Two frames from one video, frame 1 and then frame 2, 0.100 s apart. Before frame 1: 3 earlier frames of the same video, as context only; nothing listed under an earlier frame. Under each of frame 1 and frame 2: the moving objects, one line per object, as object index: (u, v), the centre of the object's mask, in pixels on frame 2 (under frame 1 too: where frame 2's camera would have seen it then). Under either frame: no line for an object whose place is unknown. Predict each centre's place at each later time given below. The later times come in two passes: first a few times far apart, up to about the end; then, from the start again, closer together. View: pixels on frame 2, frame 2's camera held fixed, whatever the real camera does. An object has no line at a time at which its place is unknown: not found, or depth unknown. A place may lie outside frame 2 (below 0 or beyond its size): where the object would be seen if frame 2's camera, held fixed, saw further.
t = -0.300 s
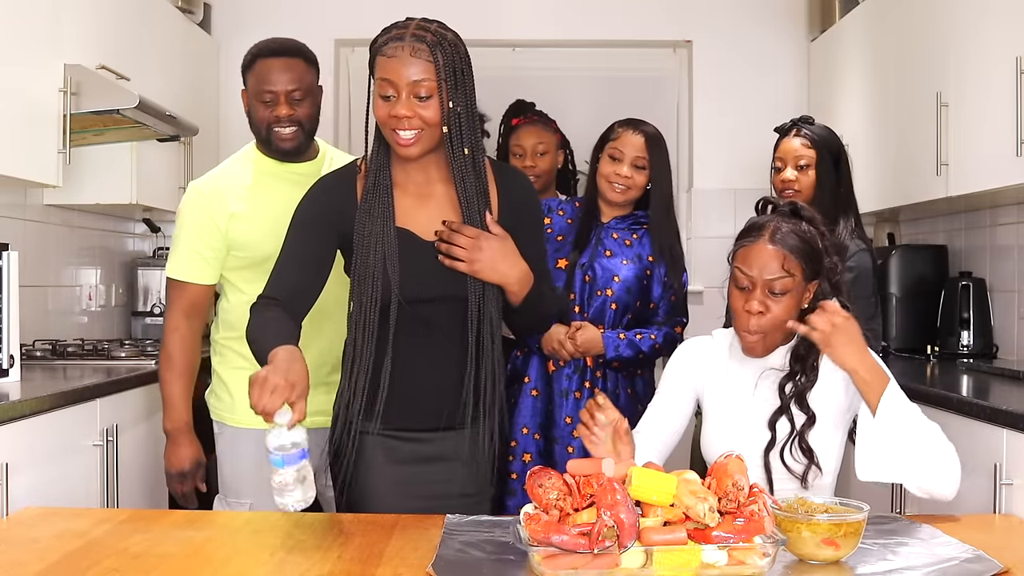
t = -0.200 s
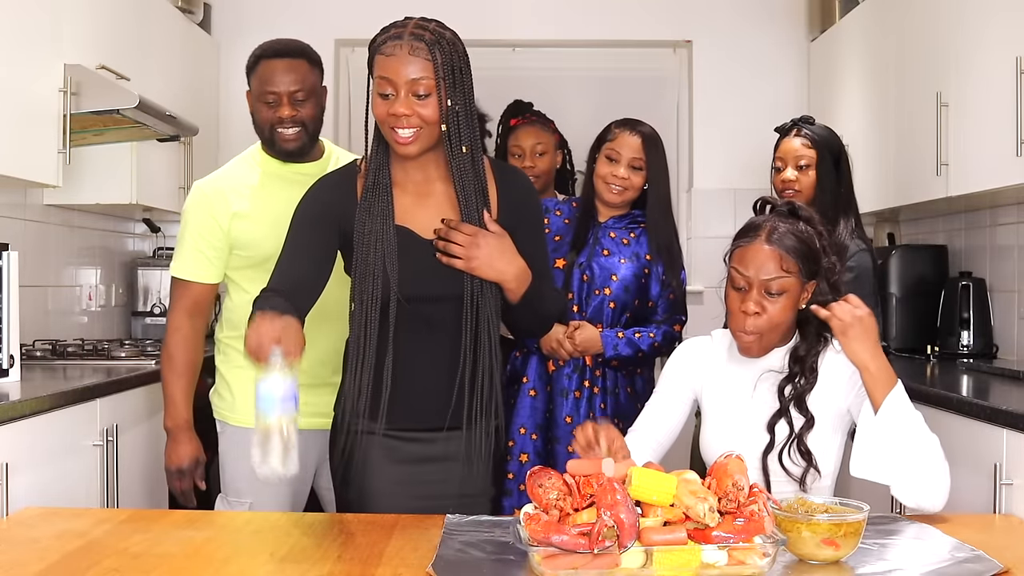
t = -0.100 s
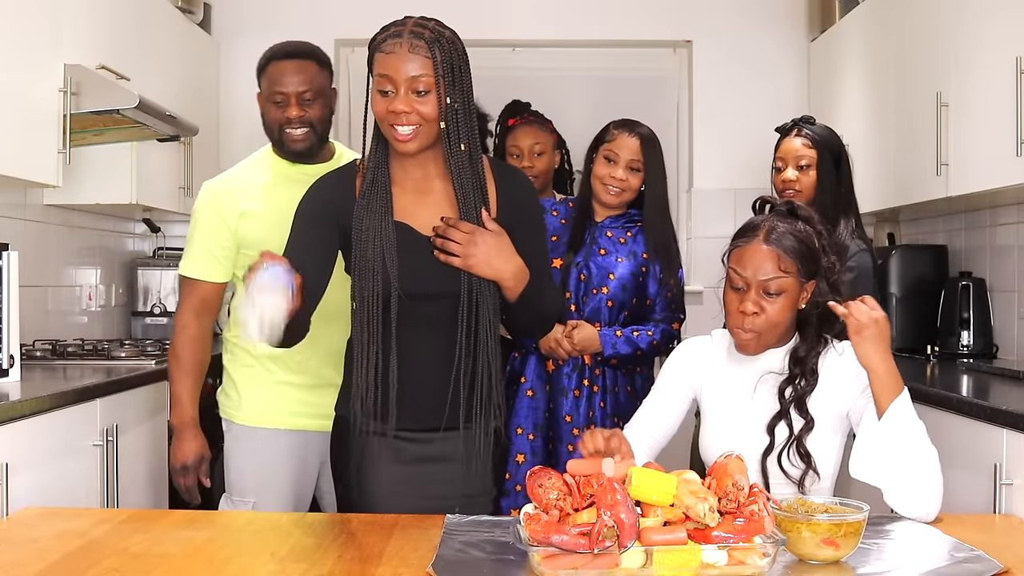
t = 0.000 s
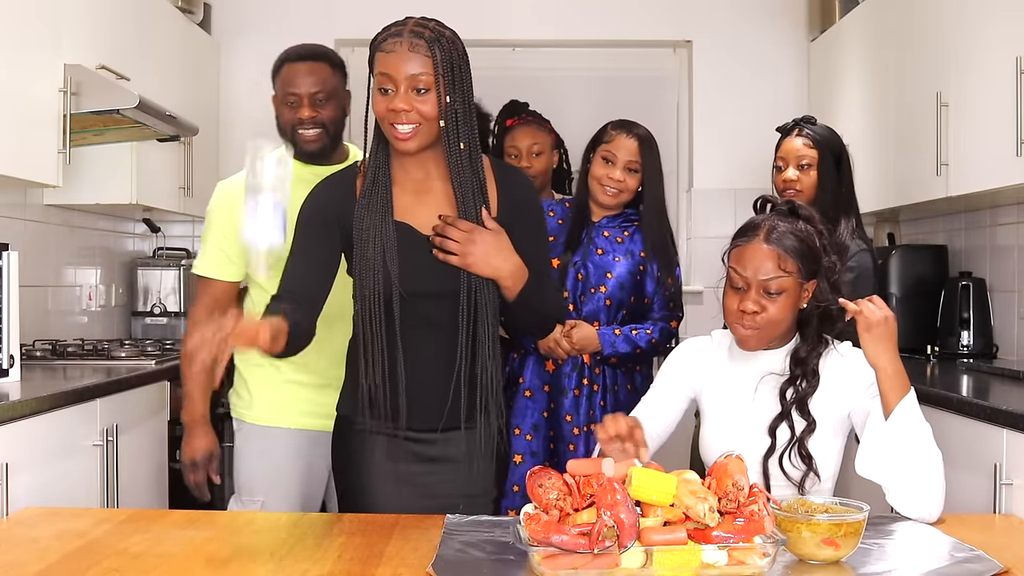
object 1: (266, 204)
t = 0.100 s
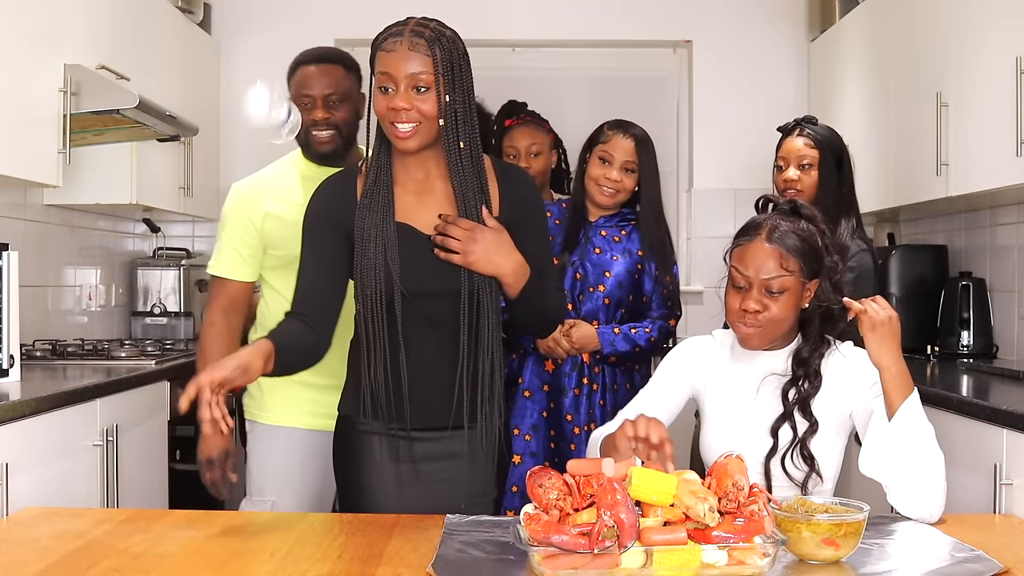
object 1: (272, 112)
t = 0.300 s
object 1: (282, 178)
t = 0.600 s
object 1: (292, 503)
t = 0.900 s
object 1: (290, 517)
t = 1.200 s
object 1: (294, 517)
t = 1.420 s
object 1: (300, 518)
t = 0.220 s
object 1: (277, 116)
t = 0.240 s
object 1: (278, 126)
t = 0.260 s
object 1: (279, 139)
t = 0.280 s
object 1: (280, 157)
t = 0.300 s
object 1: (282, 178)
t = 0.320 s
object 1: (283, 203)
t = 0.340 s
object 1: (284, 233)
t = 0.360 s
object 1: (284, 262)
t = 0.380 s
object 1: (285, 292)
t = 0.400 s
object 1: (286, 325)
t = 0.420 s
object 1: (287, 356)
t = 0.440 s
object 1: (287, 402)
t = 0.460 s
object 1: (288, 446)
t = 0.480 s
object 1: (289, 491)
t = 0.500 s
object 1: (290, 513)
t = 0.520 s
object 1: (291, 522)
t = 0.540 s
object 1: (290, 516)
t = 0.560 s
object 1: (290, 510)
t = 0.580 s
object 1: (291, 505)
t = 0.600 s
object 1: (292, 503)
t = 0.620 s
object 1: (293, 504)
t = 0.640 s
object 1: (293, 505)
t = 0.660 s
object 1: (293, 508)
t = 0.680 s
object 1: (292, 513)
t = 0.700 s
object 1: (293, 518)
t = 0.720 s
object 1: (292, 517)
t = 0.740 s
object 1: (290, 517)
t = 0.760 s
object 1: (289, 517)
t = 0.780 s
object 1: (288, 517)
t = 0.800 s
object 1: (288, 517)
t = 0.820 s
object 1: (288, 517)
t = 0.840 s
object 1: (288, 517)
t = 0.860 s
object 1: (289, 517)
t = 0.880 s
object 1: (290, 517)
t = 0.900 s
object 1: (290, 517)
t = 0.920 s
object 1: (290, 517)
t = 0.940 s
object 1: (290, 517)
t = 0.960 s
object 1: (290, 517)
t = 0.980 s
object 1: (290, 517)
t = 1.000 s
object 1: (290, 517)
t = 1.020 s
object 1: (289, 517)
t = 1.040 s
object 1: (290, 517)
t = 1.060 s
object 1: (290, 517)
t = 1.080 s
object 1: (291, 517)
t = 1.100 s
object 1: (292, 517)
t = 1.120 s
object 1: (292, 517)
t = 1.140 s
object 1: (293, 517)
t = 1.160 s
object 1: (294, 517)
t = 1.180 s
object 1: (294, 517)
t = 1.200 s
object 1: (294, 517)
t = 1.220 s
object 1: (294, 517)
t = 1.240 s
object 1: (294, 517)
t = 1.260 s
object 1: (295, 517)
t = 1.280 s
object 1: (296, 517)
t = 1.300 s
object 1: (297, 517)
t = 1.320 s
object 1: (298, 518)
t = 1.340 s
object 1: (299, 517)
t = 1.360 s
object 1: (299, 517)
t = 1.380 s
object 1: (300, 517)
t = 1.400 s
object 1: (300, 517)
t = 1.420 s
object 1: (300, 518)
